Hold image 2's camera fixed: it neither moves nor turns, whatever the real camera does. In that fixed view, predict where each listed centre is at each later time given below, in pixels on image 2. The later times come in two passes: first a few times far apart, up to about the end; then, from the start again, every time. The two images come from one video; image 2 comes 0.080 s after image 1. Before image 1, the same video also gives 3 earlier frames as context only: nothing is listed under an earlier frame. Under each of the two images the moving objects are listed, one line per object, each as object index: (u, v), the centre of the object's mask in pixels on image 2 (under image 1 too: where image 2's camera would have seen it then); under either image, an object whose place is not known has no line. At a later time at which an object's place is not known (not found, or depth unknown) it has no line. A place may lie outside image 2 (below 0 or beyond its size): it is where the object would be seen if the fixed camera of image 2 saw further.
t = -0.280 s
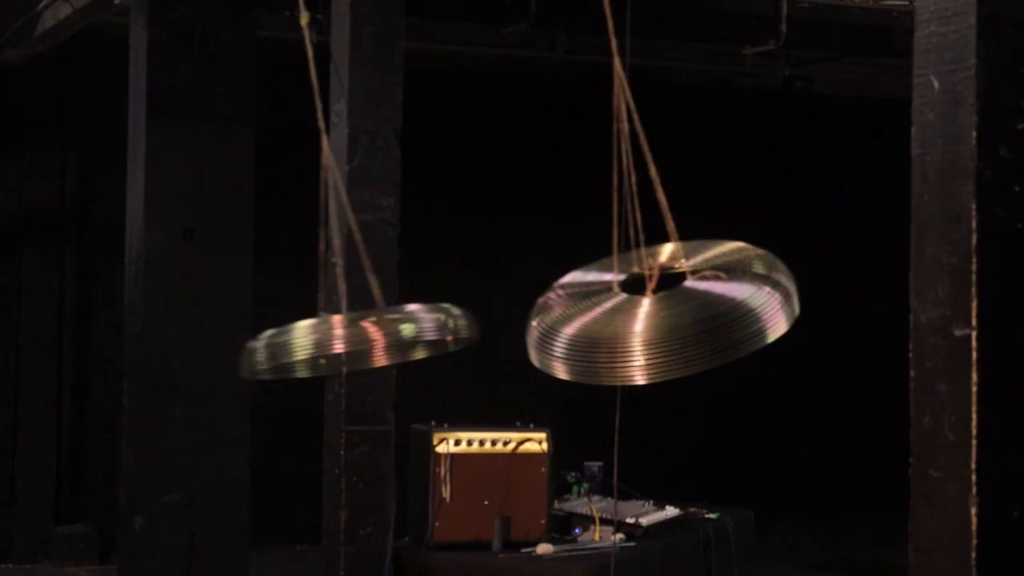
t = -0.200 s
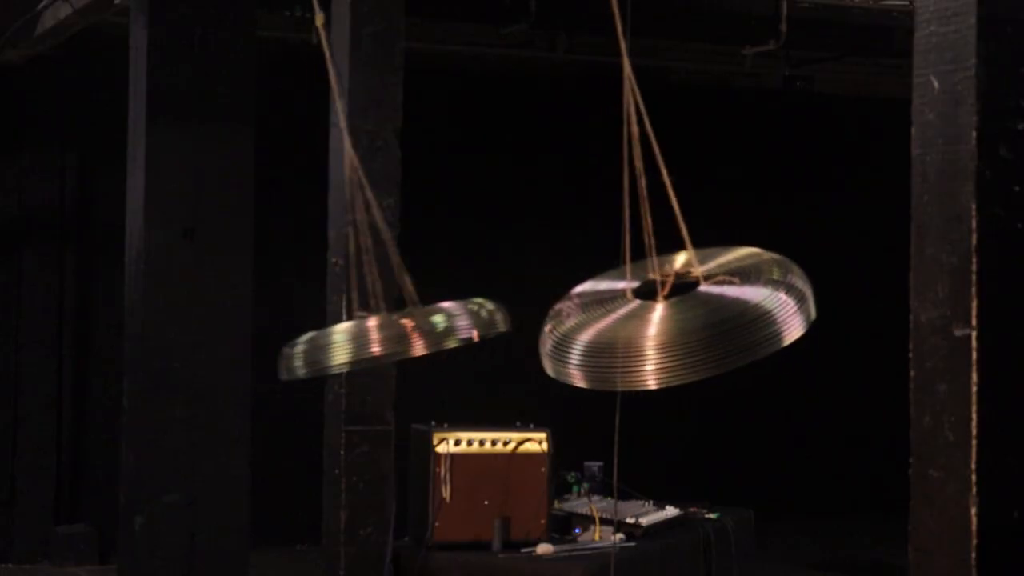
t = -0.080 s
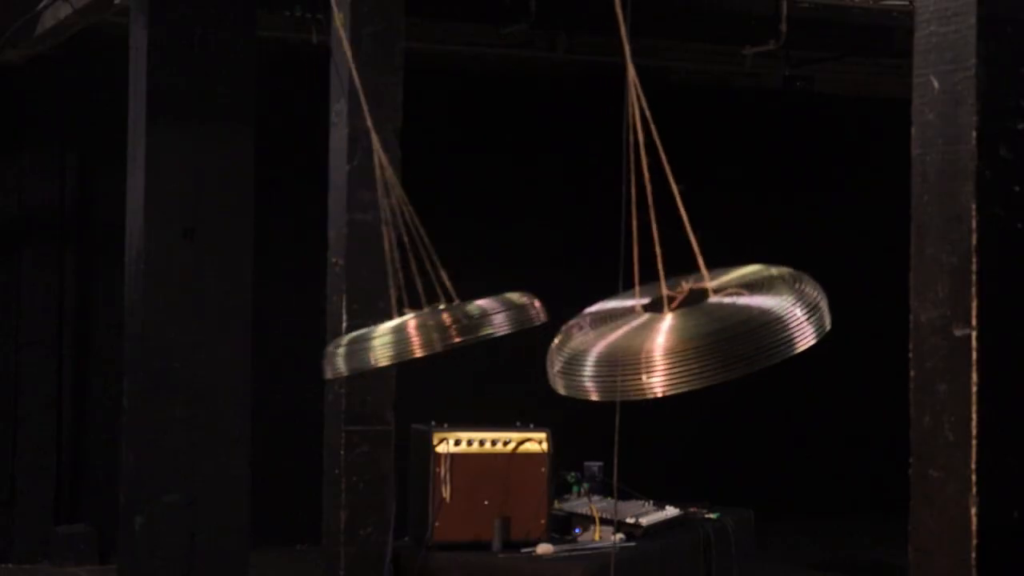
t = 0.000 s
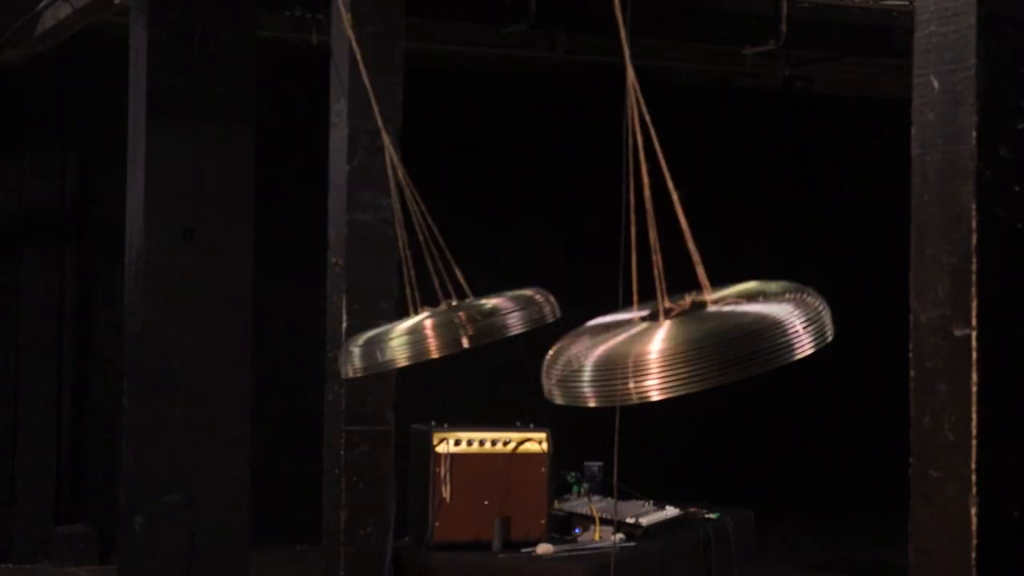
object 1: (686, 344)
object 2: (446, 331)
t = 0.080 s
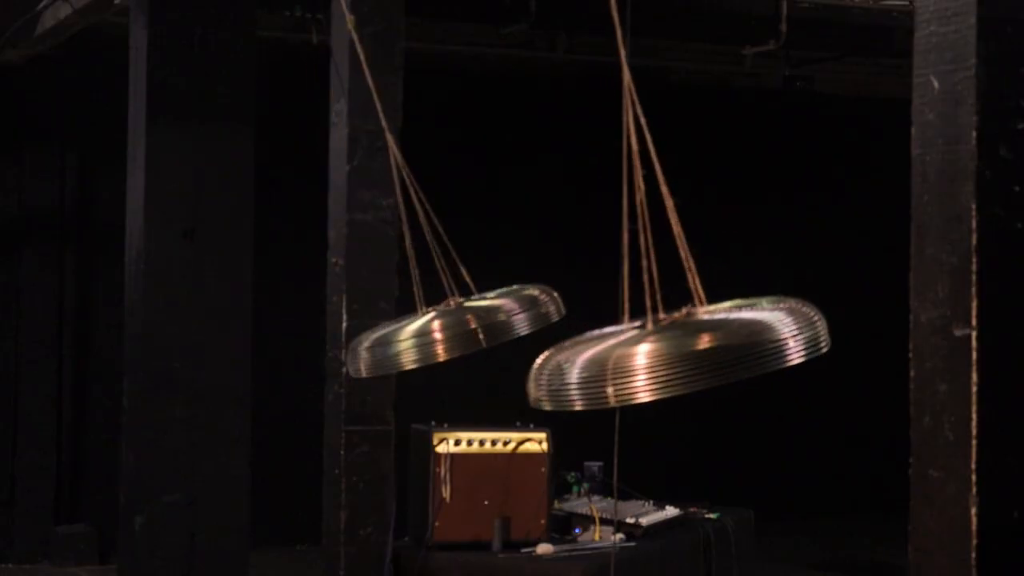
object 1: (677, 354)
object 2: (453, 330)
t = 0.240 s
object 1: (635, 359)
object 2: (441, 331)
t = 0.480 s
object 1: (520, 342)
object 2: (317, 345)
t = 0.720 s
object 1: (391, 305)
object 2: (257, 345)
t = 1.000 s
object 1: (315, 307)
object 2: (130, 337)
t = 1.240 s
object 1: (335, 341)
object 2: (83, 332)
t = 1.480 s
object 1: (438, 360)
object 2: (85, 331)
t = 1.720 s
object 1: (557, 342)
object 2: (151, 336)
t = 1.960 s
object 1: (654, 317)
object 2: (279, 346)
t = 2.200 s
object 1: (707, 320)
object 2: (391, 341)
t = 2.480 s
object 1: (688, 352)
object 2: (440, 331)
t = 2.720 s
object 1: (587, 361)
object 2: (403, 331)
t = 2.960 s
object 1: (460, 334)
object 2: (276, 351)
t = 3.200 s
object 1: (323, 299)
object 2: (212, 349)
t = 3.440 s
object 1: (285, 312)
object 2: (127, 344)
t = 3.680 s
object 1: (343, 344)
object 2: (95, 332)
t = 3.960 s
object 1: (489, 360)
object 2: (112, 328)
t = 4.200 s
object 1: (616, 336)
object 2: (201, 341)
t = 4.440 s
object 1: (704, 317)
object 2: (313, 351)
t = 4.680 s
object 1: (732, 329)
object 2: (390, 348)
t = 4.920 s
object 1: (681, 354)
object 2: (410, 337)
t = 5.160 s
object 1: (553, 361)
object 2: (357, 330)
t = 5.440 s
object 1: (379, 325)
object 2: (263, 359)
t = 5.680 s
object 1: (270, 304)
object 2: (200, 363)
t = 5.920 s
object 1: (280, 322)
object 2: (155, 344)
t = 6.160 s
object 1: (378, 355)
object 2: (116, 327)
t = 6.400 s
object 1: (521, 359)
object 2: (127, 330)
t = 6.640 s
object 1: (652, 336)
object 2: (187, 349)
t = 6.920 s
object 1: (741, 320)
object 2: (282, 361)
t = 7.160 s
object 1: (737, 338)
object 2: (344, 347)
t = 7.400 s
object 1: (645, 358)
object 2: (372, 334)
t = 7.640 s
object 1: (497, 357)
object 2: (308, 352)
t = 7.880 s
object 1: (333, 323)
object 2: (260, 362)
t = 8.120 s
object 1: (252, 307)
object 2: (191, 352)
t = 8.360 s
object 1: (288, 327)
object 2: (152, 341)
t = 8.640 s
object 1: (426, 361)
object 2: (119, 330)
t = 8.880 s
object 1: (578, 356)
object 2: (138, 342)
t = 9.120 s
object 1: (700, 331)
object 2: (203, 357)
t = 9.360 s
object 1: (759, 323)
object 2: (281, 355)
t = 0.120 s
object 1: (669, 357)
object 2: (453, 330)
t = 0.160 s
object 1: (660, 359)
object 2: (451, 330)
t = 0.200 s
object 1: (647, 359)
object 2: (447, 330)
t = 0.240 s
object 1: (635, 359)
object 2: (441, 331)
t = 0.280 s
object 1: (619, 360)
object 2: (430, 331)
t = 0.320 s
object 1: (601, 359)
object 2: (415, 331)
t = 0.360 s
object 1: (582, 357)
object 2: (394, 331)
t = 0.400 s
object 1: (563, 353)
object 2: (368, 334)
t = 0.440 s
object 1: (543, 348)
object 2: (339, 340)
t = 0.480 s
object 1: (520, 342)
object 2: (317, 345)
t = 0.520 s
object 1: (504, 336)
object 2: (301, 345)
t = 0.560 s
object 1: (479, 329)
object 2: (286, 343)
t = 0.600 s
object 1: (457, 322)
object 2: (267, 344)
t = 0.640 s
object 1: (435, 315)
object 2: (248, 343)
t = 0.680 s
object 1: (412, 309)
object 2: (275, 344)
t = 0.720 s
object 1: (391, 305)
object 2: (257, 345)
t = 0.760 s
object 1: (382, 295)
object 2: (238, 345)
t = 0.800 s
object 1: (364, 294)
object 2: (219, 343)
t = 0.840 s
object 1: (347, 293)
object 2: (200, 343)
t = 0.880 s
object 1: (335, 295)
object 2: (181, 342)
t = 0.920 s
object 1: (323, 297)
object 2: (163, 340)
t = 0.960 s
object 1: (316, 301)
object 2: (146, 339)
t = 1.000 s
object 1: (315, 307)
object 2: (130, 337)
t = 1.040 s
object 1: (311, 312)
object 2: (115, 335)
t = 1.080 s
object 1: (308, 318)
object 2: (103, 334)
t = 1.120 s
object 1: (308, 324)
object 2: (96, 334)
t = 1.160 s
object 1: (313, 330)
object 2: (91, 333)
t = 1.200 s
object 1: (323, 336)
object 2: (87, 333)
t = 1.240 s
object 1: (335, 341)
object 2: (83, 332)
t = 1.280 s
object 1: (348, 346)
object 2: (81, 331)
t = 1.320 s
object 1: (363, 349)
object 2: (80, 331)
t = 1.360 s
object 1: (381, 354)
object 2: (79, 332)
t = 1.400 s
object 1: (399, 358)
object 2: (80, 331)
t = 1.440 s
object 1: (418, 360)
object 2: (82, 331)
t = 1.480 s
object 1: (438, 360)
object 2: (85, 331)
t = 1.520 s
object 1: (457, 359)
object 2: (91, 331)
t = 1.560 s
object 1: (477, 357)
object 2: (97, 331)
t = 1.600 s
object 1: (498, 354)
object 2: (106, 331)
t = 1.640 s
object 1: (518, 350)
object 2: (117, 332)
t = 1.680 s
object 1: (538, 346)
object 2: (132, 334)
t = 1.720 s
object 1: (557, 342)
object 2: (151, 336)
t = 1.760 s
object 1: (575, 336)
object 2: (171, 339)
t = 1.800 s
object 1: (593, 331)
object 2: (192, 341)
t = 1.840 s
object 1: (610, 327)
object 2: (212, 342)
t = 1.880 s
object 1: (626, 324)
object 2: (235, 344)
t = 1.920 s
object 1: (641, 320)
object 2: (257, 345)
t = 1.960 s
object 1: (654, 317)
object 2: (279, 346)
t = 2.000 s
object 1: (667, 315)
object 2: (301, 346)
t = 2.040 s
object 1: (678, 314)
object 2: (321, 346)
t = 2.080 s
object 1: (687, 314)
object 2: (341, 345)
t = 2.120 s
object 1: (696, 316)
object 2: (359, 344)
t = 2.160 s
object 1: (702, 317)
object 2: (376, 343)
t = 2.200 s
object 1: (707, 320)
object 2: (391, 341)
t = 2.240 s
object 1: (711, 324)
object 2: (404, 340)
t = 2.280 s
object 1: (712, 328)
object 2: (415, 338)
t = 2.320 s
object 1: (711, 333)
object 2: (424, 336)
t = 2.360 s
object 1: (709, 338)
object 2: (431, 334)
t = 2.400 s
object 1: (704, 343)
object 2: (436, 332)
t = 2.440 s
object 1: (697, 348)
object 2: (438, 330)
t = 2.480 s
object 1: (688, 352)
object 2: (440, 331)
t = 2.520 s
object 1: (675, 355)
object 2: (440, 330)
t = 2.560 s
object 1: (661, 356)
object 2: (438, 330)
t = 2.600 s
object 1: (646, 357)
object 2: (432, 330)
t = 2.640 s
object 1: (628, 360)
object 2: (426, 331)
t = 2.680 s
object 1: (609, 361)
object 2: (418, 331)
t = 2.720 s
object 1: (587, 361)
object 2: (403, 331)
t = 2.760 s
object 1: (567, 359)
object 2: (383, 332)
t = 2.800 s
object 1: (542, 356)
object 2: (356, 336)
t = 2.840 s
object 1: (520, 352)
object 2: (325, 344)
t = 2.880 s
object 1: (498, 347)
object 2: (299, 349)
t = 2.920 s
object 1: (476, 341)
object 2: (290, 351)
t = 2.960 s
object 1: (460, 334)
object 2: (276, 351)
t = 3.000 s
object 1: (427, 327)
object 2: (260, 351)
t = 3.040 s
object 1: (398, 321)
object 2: (239, 353)
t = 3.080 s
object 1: (375, 314)
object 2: (225, 353)
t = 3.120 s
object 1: (352, 310)
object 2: (211, 354)
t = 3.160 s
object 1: (340, 302)
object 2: (231, 349)
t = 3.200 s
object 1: (323, 299)
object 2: (212, 349)
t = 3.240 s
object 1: (307, 299)
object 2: (196, 349)
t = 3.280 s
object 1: (296, 299)
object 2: (183, 349)
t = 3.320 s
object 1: (288, 299)
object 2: (168, 348)
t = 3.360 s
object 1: (282, 302)
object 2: (153, 347)
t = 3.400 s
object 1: (280, 306)
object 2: (141, 346)
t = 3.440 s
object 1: (285, 312)
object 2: (127, 344)
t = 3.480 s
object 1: (286, 317)
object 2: (115, 342)
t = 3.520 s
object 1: (293, 324)
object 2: (108, 340)
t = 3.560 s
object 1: (299, 329)
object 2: (102, 338)
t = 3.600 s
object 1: (311, 335)
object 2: (98, 335)
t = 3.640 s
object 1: (326, 340)
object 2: (96, 333)
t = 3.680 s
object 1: (343, 344)
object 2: (95, 332)
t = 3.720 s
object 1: (357, 347)
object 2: (93, 331)
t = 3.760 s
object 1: (377, 353)
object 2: (94, 330)
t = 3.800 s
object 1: (398, 358)
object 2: (95, 329)
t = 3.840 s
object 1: (420, 360)
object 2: (97, 328)
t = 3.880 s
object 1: (443, 361)
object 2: (100, 328)
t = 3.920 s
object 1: (465, 361)
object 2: (105, 328)
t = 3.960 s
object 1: (489, 360)
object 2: (112, 328)
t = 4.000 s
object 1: (511, 357)
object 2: (120, 330)
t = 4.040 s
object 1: (534, 354)
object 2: (133, 331)
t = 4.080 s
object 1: (555, 350)
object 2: (149, 334)
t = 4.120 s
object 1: (577, 345)
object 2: (166, 336)
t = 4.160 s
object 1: (597, 341)
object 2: (183, 339)
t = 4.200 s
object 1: (616, 336)
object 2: (201, 341)
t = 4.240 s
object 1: (634, 332)
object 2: (219, 344)
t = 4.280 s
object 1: (651, 327)
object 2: (240, 346)
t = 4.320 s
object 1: (667, 324)
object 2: (258, 348)
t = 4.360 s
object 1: (681, 321)
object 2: (277, 349)
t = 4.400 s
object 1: (693, 319)
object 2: (296, 350)
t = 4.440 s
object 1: (704, 317)
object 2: (313, 351)
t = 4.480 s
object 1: (714, 317)
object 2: (329, 350)
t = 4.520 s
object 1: (721, 318)
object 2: (343, 350)
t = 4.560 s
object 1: (727, 319)
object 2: (357, 350)
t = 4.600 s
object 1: (730, 322)
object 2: (370, 351)
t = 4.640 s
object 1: (732, 325)
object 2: (381, 349)
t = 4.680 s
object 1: (732, 329)
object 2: (390, 348)
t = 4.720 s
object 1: (729, 333)
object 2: (398, 346)
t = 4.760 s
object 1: (725, 338)
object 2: (404, 344)
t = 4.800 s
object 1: (718, 343)
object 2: (408, 342)
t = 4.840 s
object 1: (708, 347)
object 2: (410, 340)
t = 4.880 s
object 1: (695, 351)
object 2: (411, 338)
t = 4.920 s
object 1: (681, 354)
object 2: (410, 337)
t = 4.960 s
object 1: (664, 356)
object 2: (408, 336)
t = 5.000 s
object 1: (645, 357)
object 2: (404, 334)
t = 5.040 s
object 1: (625, 361)
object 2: (398, 334)
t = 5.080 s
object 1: (602, 362)
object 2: (387, 333)
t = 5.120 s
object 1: (578, 362)
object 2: (374, 331)
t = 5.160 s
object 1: (553, 361)
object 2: (357, 330)
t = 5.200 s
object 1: (529, 358)
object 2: (338, 331)
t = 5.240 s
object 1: (504, 355)
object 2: (317, 337)
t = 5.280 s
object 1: (483, 351)
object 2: (296, 348)
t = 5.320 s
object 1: (462, 346)
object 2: (286, 358)
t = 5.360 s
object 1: (436, 338)
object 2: (276, 357)
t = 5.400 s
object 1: (408, 332)
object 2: (273, 359)
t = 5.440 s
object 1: (379, 325)
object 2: (263, 359)
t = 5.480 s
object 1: (353, 319)
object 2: (254, 359)
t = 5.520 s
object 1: (329, 314)
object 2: (243, 360)
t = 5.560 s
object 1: (310, 309)
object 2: (232, 362)
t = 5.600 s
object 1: (293, 307)
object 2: (222, 363)
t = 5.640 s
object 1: (280, 305)
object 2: (211, 363)
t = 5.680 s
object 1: (270, 304)
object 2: (200, 363)
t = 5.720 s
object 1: (263, 304)
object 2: (192, 361)
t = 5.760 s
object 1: (260, 306)
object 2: (186, 357)
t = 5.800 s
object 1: (260, 308)
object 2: (178, 353)
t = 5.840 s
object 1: (263, 312)
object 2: (170, 349)
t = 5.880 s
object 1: (270, 317)
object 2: (165, 347)
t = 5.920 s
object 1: (280, 322)
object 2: (155, 344)
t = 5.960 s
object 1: (294, 328)
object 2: (147, 341)
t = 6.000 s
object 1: (308, 333)
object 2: (138, 338)
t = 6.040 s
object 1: (320, 337)
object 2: (127, 335)
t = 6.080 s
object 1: (341, 344)
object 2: (123, 331)
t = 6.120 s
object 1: (358, 350)
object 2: (117, 329)
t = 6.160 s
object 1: (378, 355)
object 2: (116, 327)
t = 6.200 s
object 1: (400, 358)
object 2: (117, 326)
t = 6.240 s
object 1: (423, 361)
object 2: (116, 326)
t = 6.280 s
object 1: (447, 362)
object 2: (117, 326)
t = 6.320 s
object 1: (472, 362)
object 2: (119, 326)
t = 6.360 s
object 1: (497, 361)
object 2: (123, 328)
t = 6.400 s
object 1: (521, 359)
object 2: (127, 330)
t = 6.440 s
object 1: (545, 356)
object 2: (135, 332)
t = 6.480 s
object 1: (568, 353)
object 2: (143, 335)
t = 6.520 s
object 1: (591, 349)
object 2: (153, 339)
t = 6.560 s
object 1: (613, 345)
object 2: (164, 342)
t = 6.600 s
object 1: (633, 340)
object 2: (175, 345)
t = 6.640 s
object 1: (652, 336)
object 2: (187, 349)
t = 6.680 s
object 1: (670, 331)
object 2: (200, 351)
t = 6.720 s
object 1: (686, 328)
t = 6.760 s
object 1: (701, 325)
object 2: (226, 356)
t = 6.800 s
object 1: (713, 322)
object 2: (242, 359)
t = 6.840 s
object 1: (724, 321)
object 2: (256, 361)
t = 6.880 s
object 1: (734, 320)
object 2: (269, 362)
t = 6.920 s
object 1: (741, 320)
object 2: (282, 361)
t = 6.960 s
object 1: (746, 321)
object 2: (294, 360)
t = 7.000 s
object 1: (749, 323)
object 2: (306, 358)
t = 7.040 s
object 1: (749, 326)
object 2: (317, 356)
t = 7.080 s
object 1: (748, 329)
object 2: (327, 353)
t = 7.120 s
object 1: (744, 333)
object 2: (336, 350)
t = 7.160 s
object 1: (737, 338)
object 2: (344, 347)
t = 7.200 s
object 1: (728, 342)
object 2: (352, 344)
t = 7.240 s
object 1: (716, 347)
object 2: (358, 341)
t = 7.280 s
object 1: (702, 351)
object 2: (363, 339)
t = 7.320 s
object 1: (685, 354)
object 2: (367, 336)
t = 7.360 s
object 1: (666, 357)
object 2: (370, 334)
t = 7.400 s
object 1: (645, 358)
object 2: (372, 334)
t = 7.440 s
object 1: (621, 360)
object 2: (373, 335)
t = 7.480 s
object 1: (598, 363)
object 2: (371, 335)
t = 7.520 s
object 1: (570, 363)
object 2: (362, 335)
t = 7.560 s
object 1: (544, 362)
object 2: (350, 336)
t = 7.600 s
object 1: (518, 360)
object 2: (333, 340)
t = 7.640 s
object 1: (497, 357)
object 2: (308, 352)
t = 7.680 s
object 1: (474, 353)
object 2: (300, 355)
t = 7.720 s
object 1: (446, 348)
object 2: (297, 362)
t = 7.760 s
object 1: (417, 341)
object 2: (289, 361)
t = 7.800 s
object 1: (386, 334)
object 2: (282, 361)
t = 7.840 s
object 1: (359, 328)
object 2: (271, 361)
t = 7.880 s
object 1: (333, 323)
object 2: (260, 362)
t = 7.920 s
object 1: (312, 318)
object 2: (248, 361)
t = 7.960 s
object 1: (293, 314)
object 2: (235, 360)
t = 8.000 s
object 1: (278, 310)
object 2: (221, 358)
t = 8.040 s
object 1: (266, 308)
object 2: (209, 356)
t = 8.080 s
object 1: (257, 307)
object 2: (199, 354)
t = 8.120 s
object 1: (252, 307)
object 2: (191, 352)
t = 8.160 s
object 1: (250, 308)
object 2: (187, 350)
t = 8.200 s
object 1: (252, 310)
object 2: (181, 349)
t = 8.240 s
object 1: (257, 313)
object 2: (183, 346)
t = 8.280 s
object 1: (267, 318)
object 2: (174, 344)
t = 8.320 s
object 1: (275, 322)
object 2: (160, 343)
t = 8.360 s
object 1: (288, 327)
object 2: (152, 341)
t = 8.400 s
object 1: (303, 332)
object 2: (142, 339)
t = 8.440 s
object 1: (317, 338)
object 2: (135, 335)
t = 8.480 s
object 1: (337, 345)
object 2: (128, 332)
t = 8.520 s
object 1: (357, 350)
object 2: (123, 330)
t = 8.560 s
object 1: (378, 355)
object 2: (121, 329)
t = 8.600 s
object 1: (401, 358)
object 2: (120, 329)
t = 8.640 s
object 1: (426, 361)
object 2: (119, 330)
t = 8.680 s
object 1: (451, 363)
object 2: (118, 331)
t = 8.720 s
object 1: (477, 363)
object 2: (119, 332)
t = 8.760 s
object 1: (503, 362)
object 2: (121, 334)
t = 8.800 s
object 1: (528, 361)
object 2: (125, 337)
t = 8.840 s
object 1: (554, 359)
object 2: (131, 340)
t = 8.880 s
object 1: (578, 356)
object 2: (138, 342)
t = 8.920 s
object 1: (602, 352)
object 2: (147, 345)
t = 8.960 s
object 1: (624, 348)
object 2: (157, 347)
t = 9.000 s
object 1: (645, 343)
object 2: (166, 349)
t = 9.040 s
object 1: (665, 339)
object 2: (177, 352)
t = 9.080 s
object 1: (683, 335)
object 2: (190, 355)
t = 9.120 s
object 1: (700, 331)
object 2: (203, 357)
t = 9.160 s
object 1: (714, 328)
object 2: (216, 358)
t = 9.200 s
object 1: (727, 325)
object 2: (229, 359)
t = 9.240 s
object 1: (738, 324)
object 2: (243, 359)
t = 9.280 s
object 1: (747, 323)
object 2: (255, 358)
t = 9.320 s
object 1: (754, 322)
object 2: (269, 357)
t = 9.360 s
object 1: (759, 323)
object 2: (281, 355)
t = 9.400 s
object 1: (761, 325)
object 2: (294, 352)
